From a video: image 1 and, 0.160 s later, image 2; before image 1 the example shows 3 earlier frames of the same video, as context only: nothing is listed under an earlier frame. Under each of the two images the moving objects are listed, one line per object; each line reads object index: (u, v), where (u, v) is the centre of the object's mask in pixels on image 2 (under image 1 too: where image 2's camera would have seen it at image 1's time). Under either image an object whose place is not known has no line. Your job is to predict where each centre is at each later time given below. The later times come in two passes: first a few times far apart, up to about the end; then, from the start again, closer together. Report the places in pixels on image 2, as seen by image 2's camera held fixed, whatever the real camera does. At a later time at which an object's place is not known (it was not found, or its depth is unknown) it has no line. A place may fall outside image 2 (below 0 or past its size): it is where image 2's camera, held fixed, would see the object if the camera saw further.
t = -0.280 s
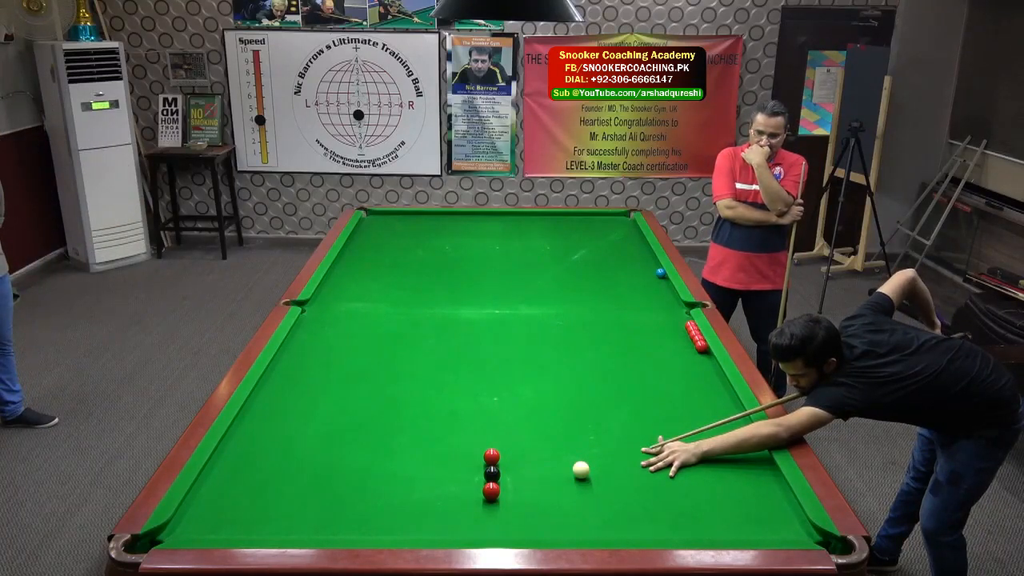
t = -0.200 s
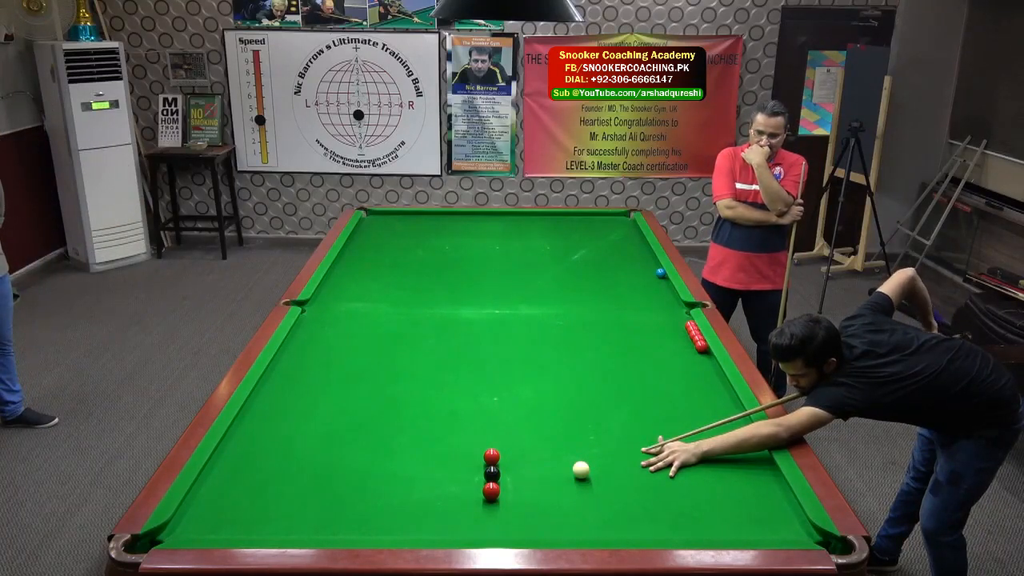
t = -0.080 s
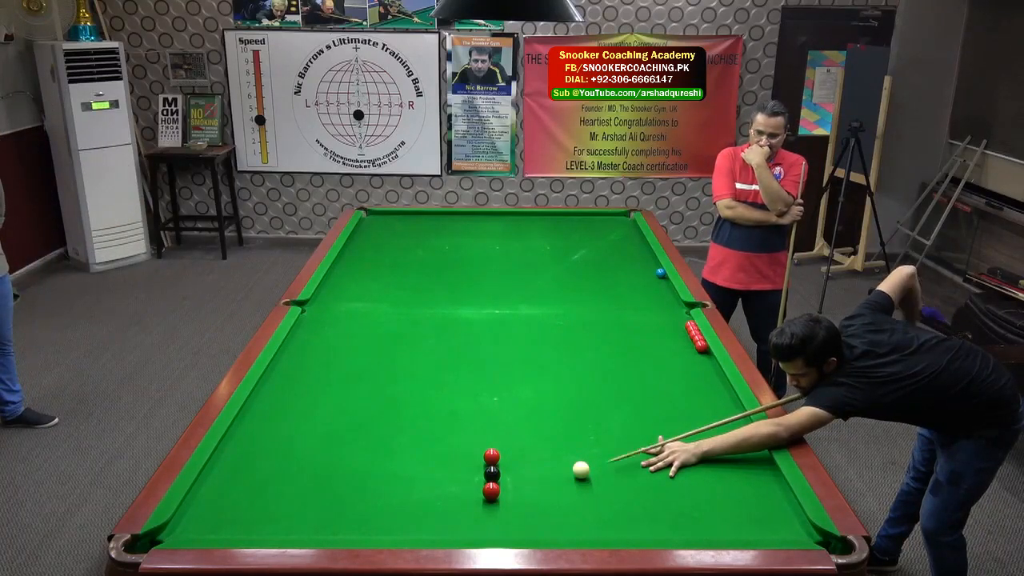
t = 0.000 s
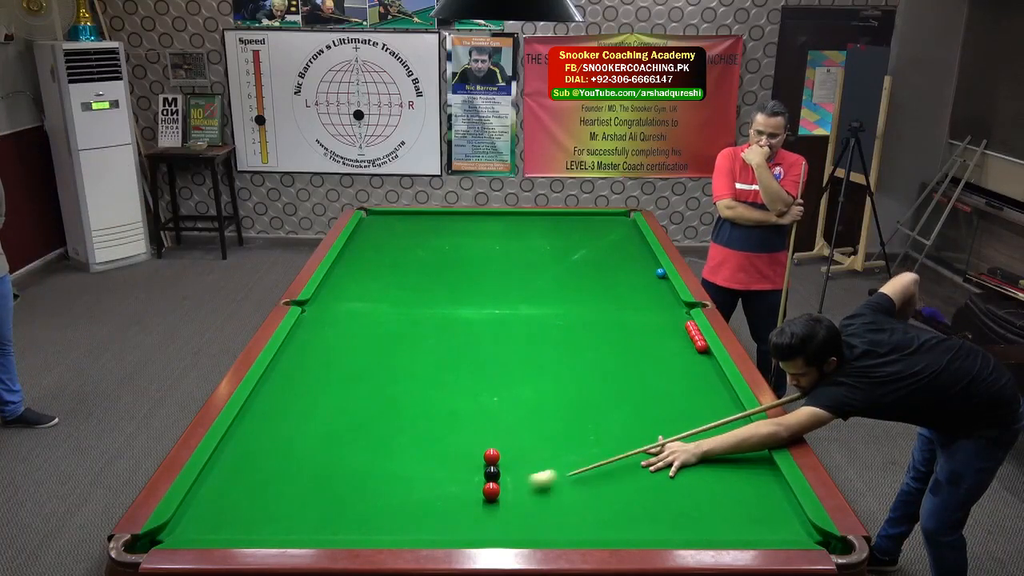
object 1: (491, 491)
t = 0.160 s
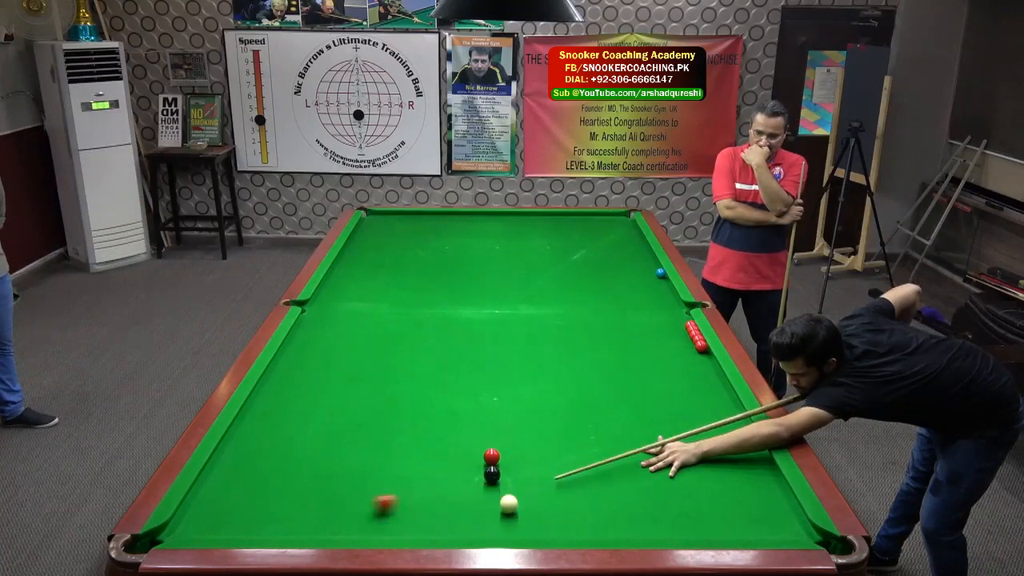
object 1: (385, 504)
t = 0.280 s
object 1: (286, 515)
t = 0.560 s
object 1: (172, 529)
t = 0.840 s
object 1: (215, 527)
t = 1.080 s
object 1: (248, 527)
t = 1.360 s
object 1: (284, 526)
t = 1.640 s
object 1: (317, 525)
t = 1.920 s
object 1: (347, 525)
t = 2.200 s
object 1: (374, 524)
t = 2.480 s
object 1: (399, 524)
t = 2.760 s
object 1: (420, 524)
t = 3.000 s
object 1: (436, 524)
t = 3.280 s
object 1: (452, 524)
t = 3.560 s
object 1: (465, 524)
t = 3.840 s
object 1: (476, 524)
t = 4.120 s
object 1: (485, 525)
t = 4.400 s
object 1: (490, 525)
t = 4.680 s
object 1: (493, 526)
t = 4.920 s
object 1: (494, 526)
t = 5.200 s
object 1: (493, 526)
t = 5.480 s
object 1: (493, 526)
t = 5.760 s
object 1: (493, 526)
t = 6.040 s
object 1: (493, 526)
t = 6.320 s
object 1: (493, 526)
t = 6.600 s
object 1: (493, 526)
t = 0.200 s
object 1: (351, 508)
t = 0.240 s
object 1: (319, 511)
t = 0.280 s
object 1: (286, 515)
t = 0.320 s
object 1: (256, 519)
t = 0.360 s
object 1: (226, 522)
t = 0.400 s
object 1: (197, 525)
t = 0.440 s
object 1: (169, 529)
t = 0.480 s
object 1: (169, 535)
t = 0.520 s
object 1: (169, 532)
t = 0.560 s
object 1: (172, 529)
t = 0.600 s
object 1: (179, 528)
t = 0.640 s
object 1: (185, 528)
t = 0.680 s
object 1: (191, 528)
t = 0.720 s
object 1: (197, 527)
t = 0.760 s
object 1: (203, 527)
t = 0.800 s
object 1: (209, 527)
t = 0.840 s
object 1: (215, 527)
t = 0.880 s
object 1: (220, 527)
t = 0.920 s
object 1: (226, 527)
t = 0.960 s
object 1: (232, 527)
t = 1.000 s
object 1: (237, 527)
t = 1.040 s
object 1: (243, 527)
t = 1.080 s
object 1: (248, 527)
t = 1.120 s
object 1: (253, 526)
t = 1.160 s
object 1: (258, 526)
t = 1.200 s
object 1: (264, 526)
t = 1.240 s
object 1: (269, 526)
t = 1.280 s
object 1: (274, 526)
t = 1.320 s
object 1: (279, 526)
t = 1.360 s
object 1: (284, 526)
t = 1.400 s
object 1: (289, 526)
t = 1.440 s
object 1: (294, 526)
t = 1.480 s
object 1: (299, 526)
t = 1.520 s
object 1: (303, 525)
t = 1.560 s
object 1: (308, 525)
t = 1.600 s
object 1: (312, 525)
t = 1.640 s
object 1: (317, 525)
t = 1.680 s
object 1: (321, 525)
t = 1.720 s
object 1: (326, 525)
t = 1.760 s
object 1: (330, 525)
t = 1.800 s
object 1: (334, 525)
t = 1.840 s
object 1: (339, 525)
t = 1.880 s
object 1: (343, 525)
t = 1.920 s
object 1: (347, 525)
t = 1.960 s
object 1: (351, 525)
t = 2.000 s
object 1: (355, 525)
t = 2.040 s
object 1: (359, 525)
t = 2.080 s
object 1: (363, 525)
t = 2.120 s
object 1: (367, 524)
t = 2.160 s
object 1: (371, 525)
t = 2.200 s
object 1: (374, 524)
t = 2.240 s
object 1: (378, 524)
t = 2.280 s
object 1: (382, 524)
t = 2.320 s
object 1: (385, 524)
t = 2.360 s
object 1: (389, 524)
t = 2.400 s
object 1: (392, 524)
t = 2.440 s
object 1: (395, 524)
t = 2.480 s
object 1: (399, 524)
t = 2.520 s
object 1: (402, 524)
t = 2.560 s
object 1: (405, 524)
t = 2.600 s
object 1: (408, 524)
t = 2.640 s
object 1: (411, 524)
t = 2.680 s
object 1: (415, 524)
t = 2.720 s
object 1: (417, 524)
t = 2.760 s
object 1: (420, 524)
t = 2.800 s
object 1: (423, 524)
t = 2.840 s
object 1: (426, 524)
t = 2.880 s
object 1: (429, 524)
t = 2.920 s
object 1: (431, 524)
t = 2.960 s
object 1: (434, 524)
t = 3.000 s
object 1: (436, 524)
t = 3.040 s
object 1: (439, 524)
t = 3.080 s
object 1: (441, 524)
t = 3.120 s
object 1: (444, 524)
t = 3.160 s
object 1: (446, 524)
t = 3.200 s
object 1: (448, 524)
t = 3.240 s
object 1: (450, 524)
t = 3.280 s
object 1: (452, 524)
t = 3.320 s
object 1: (454, 524)
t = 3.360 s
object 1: (457, 524)
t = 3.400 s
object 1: (458, 524)
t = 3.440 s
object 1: (460, 524)
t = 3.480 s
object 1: (462, 524)
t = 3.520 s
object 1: (464, 524)
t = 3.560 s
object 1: (465, 524)
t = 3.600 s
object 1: (467, 524)
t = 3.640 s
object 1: (469, 524)
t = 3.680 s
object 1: (470, 524)
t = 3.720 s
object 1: (472, 524)
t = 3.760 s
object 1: (474, 524)
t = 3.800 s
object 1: (475, 524)
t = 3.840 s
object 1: (476, 524)
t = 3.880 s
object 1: (478, 524)
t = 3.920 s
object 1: (479, 524)
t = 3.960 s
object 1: (480, 525)
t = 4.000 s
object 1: (481, 525)
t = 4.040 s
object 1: (483, 525)
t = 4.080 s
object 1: (484, 525)
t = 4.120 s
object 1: (485, 525)
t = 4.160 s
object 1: (486, 525)
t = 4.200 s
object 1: (486, 525)
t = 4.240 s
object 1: (487, 525)
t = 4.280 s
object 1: (488, 525)
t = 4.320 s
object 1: (489, 525)
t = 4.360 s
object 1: (489, 525)
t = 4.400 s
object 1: (490, 525)
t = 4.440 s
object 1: (491, 525)
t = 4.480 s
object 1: (491, 525)
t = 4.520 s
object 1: (492, 525)
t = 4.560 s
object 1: (492, 525)
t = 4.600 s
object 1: (493, 525)
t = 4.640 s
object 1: (493, 526)
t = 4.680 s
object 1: (493, 526)
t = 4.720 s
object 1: (493, 526)
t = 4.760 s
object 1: (494, 526)
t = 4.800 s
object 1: (494, 526)
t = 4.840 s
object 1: (494, 526)
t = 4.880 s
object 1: (494, 526)
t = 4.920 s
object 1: (494, 526)
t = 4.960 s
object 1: (494, 526)
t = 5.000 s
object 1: (494, 526)
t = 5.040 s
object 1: (494, 526)
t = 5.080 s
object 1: (494, 526)
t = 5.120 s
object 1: (493, 526)
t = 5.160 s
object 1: (493, 526)
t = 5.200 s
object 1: (493, 526)
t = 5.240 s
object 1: (493, 526)
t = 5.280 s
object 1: (493, 526)
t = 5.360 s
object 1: (493, 526)
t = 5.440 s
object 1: (493, 526)
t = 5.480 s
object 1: (493, 526)
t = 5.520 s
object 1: (493, 526)
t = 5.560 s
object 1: (493, 526)
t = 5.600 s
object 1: (493, 526)
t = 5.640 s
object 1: (493, 526)
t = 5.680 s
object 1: (493, 526)
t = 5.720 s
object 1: (493, 526)
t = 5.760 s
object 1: (493, 526)
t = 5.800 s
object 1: (493, 526)
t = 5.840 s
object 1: (493, 526)
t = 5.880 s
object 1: (493, 526)
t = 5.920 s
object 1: (493, 526)
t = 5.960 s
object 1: (493, 526)
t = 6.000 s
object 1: (493, 526)
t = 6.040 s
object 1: (493, 526)
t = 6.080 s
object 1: (493, 526)
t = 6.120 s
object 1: (493, 526)
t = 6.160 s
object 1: (493, 526)
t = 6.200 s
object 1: (493, 526)
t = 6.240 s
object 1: (493, 526)
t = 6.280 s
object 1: (493, 526)
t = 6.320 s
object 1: (493, 526)
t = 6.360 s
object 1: (493, 526)
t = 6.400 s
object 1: (493, 526)
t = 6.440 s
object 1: (493, 526)
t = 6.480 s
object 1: (493, 526)
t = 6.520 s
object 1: (493, 526)
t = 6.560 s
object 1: (493, 526)
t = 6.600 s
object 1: (493, 526)
